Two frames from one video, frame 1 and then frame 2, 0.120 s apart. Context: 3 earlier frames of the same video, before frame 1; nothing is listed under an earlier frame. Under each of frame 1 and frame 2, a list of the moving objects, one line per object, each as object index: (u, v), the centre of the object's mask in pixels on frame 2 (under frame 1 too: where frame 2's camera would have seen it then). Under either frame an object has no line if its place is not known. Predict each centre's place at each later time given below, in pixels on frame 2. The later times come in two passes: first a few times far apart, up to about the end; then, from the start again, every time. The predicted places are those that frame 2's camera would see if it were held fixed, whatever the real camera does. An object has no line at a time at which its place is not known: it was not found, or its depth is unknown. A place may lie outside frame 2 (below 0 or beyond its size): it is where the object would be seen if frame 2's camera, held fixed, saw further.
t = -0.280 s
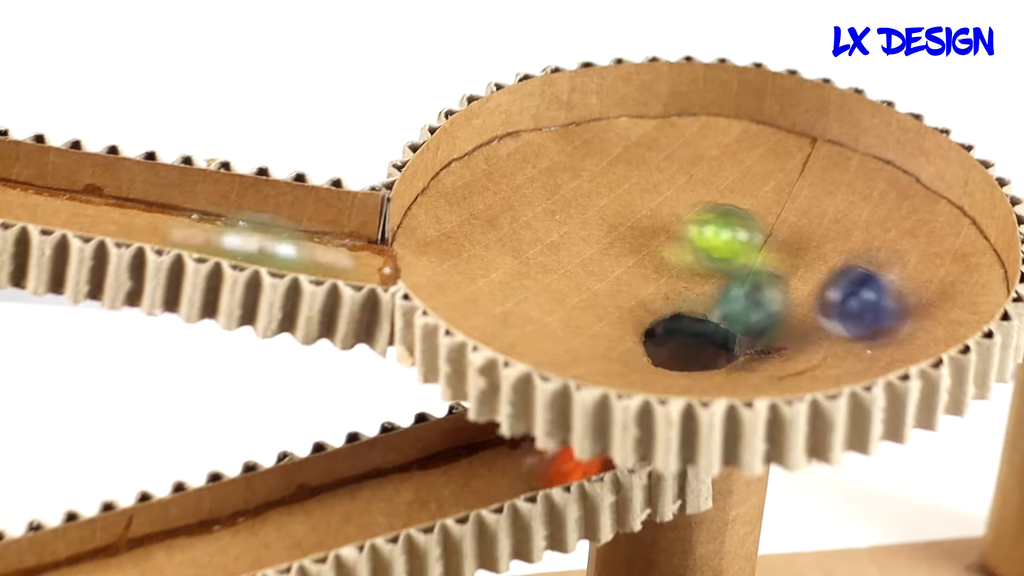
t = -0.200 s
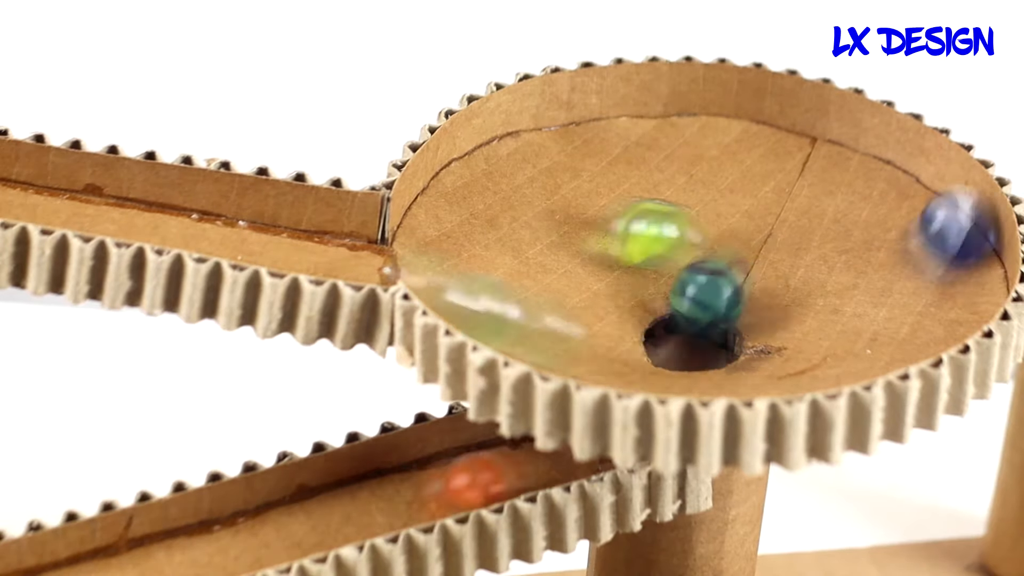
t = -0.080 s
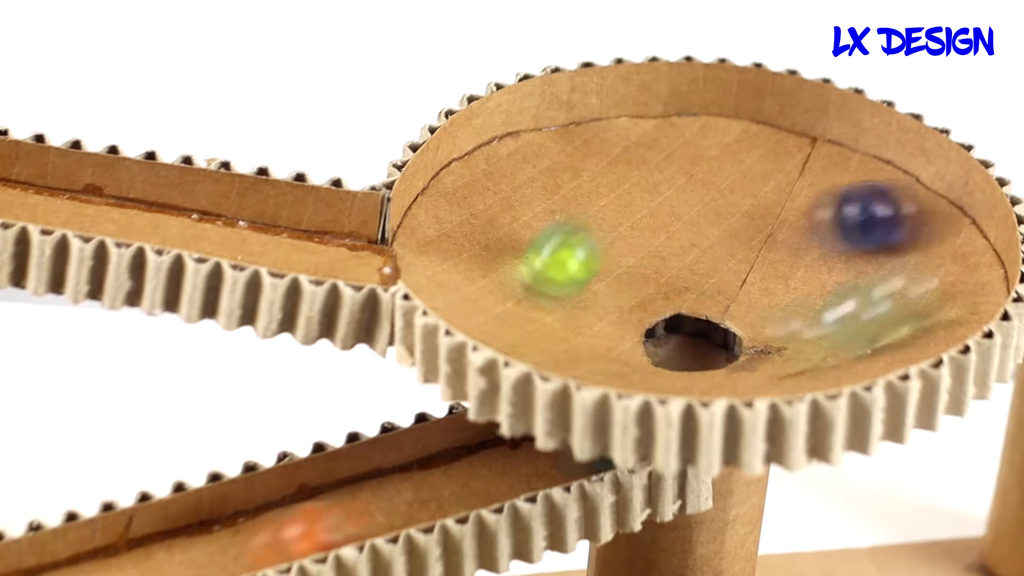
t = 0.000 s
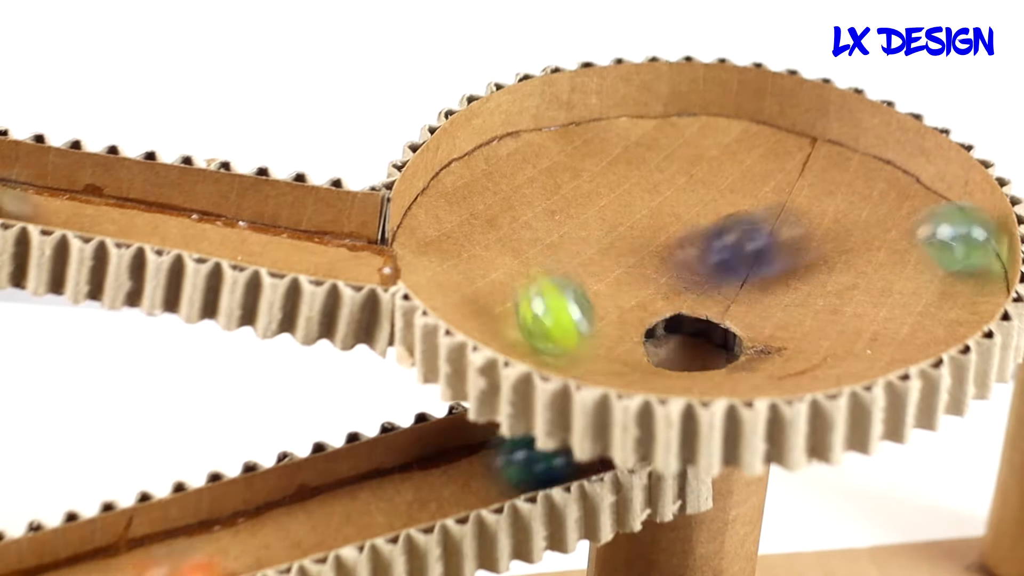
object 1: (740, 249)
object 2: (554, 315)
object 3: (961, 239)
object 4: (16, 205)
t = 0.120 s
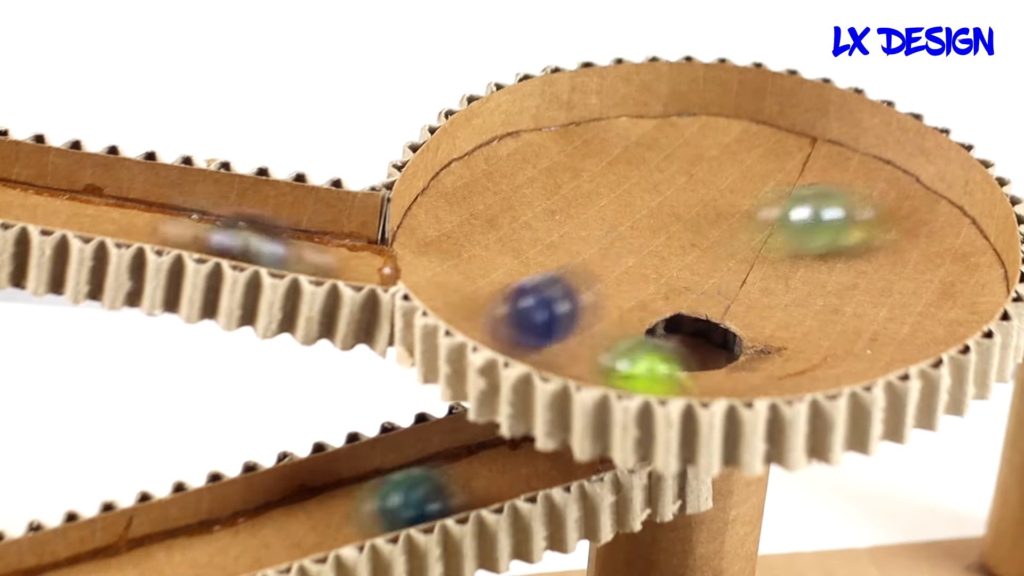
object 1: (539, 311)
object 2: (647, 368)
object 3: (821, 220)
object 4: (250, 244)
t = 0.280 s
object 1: (537, 347)
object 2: (752, 359)
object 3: (581, 279)
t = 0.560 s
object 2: (631, 261)
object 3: (644, 372)
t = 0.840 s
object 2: (714, 355)
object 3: (734, 239)
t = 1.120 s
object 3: (629, 355)
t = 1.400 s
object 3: (625, 304)
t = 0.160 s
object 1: (503, 322)
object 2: (680, 370)
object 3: (757, 226)
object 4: (360, 261)
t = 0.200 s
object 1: (482, 324)
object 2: (710, 371)
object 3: (693, 235)
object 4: (466, 281)
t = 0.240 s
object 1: (503, 335)
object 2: (734, 368)
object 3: (629, 253)
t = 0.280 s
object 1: (537, 347)
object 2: (752, 359)
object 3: (581, 279)
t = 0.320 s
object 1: (572, 356)
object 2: (758, 350)
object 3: (543, 301)
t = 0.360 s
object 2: (756, 331)
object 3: (525, 329)
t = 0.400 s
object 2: (740, 308)
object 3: (523, 339)
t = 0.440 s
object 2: (706, 280)
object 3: (531, 350)
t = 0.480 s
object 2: (676, 264)
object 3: (562, 364)
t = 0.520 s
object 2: (649, 259)
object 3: (603, 371)
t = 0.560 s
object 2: (631, 261)
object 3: (644, 372)
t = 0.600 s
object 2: (625, 273)
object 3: (681, 372)
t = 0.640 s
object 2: (627, 291)
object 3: (713, 363)
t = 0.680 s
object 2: (638, 315)
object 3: (743, 348)
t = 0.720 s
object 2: (657, 341)
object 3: (759, 321)
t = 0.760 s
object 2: (683, 351)
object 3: (760, 290)
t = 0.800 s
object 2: (702, 355)
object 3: (752, 261)
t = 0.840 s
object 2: (714, 355)
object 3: (734, 239)
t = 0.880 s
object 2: (719, 352)
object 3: (713, 231)
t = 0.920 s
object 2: (718, 344)
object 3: (691, 237)
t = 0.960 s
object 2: (710, 336)
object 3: (669, 258)
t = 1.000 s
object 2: (700, 343)
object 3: (656, 283)
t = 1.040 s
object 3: (646, 306)
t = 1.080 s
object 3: (629, 342)
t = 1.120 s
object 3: (629, 355)
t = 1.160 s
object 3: (629, 360)
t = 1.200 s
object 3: (615, 357)
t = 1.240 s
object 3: (602, 352)
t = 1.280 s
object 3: (595, 346)
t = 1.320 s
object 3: (595, 334)
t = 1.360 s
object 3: (604, 321)
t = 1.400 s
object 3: (625, 304)
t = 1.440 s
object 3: (650, 296)
